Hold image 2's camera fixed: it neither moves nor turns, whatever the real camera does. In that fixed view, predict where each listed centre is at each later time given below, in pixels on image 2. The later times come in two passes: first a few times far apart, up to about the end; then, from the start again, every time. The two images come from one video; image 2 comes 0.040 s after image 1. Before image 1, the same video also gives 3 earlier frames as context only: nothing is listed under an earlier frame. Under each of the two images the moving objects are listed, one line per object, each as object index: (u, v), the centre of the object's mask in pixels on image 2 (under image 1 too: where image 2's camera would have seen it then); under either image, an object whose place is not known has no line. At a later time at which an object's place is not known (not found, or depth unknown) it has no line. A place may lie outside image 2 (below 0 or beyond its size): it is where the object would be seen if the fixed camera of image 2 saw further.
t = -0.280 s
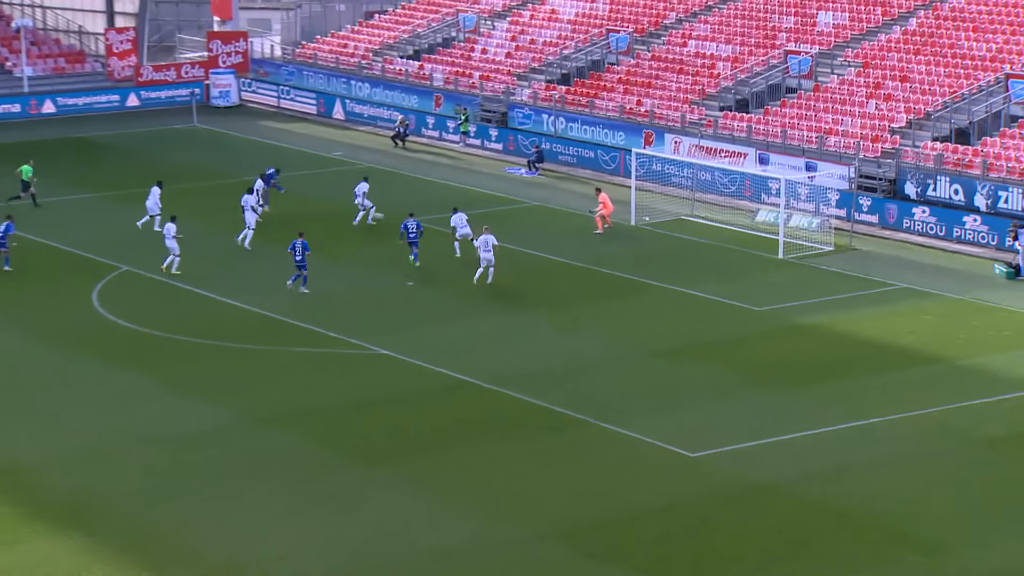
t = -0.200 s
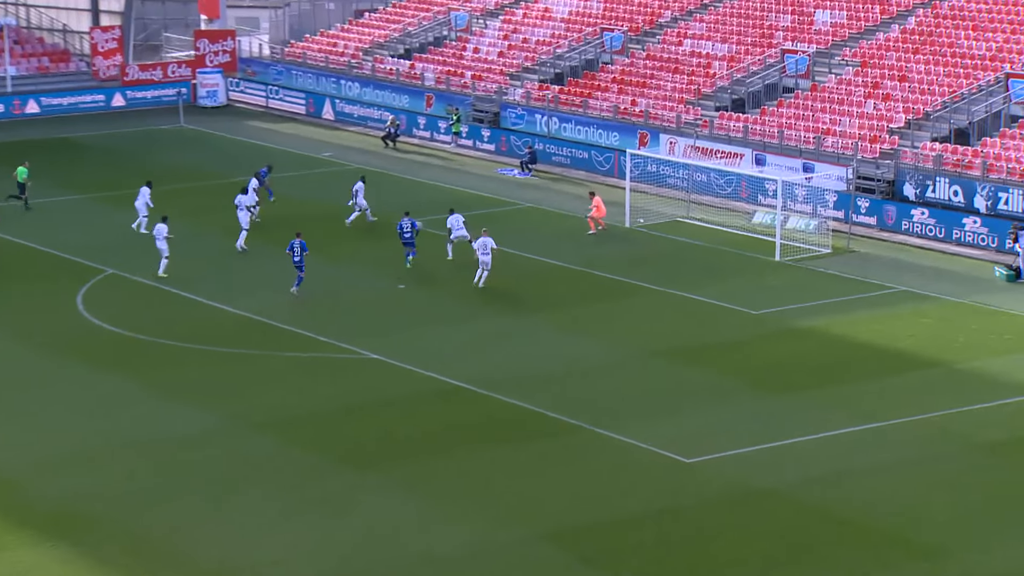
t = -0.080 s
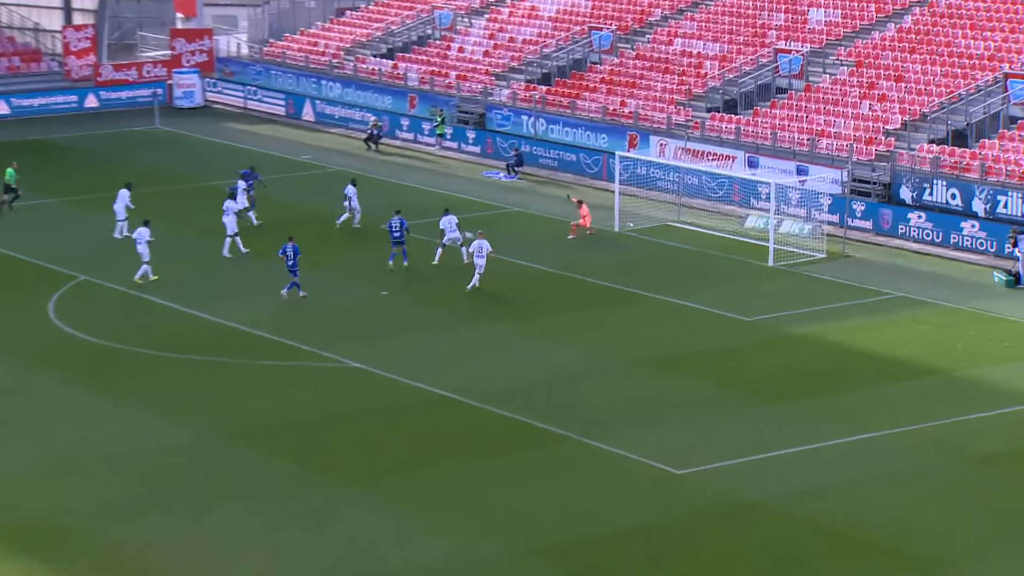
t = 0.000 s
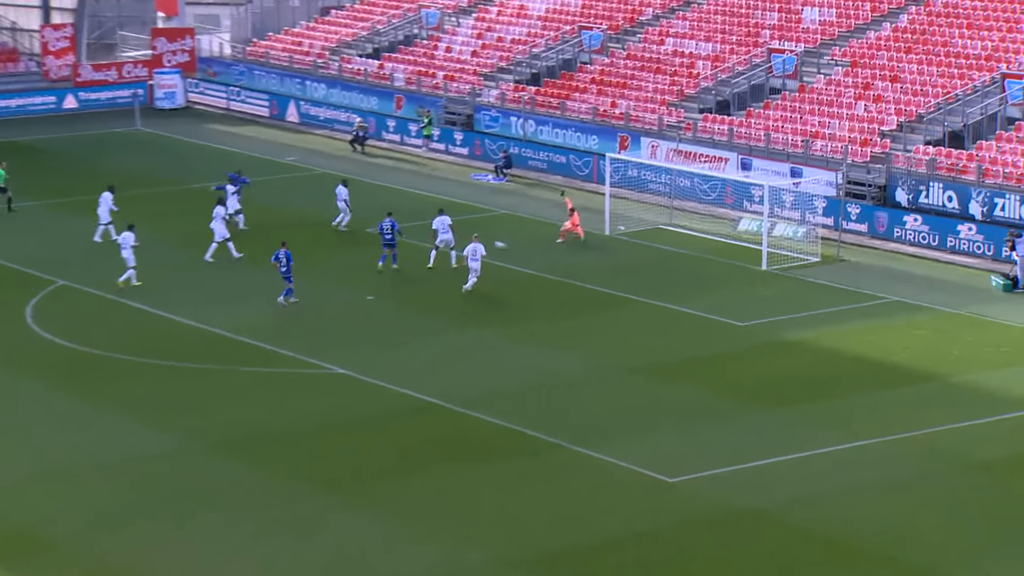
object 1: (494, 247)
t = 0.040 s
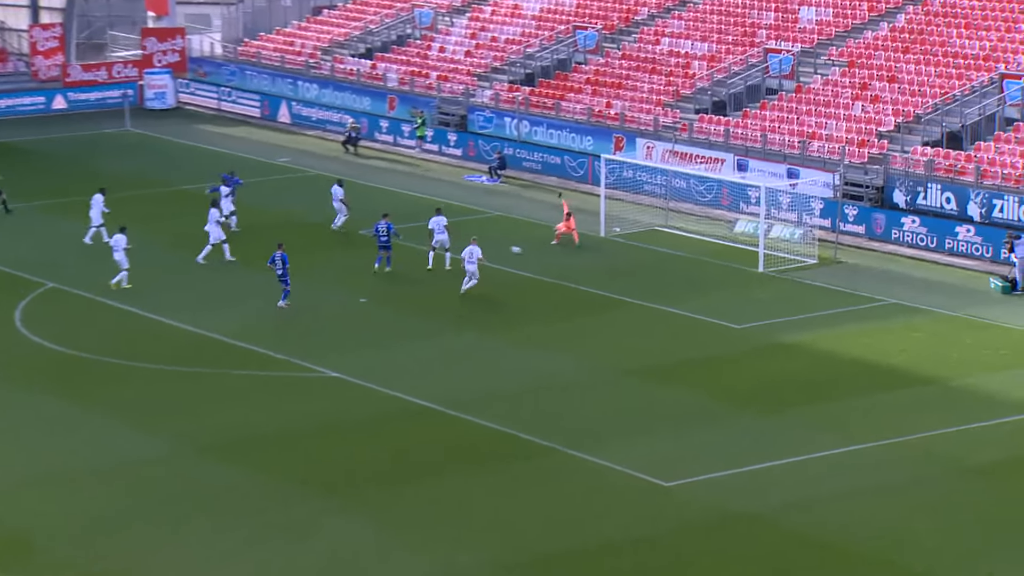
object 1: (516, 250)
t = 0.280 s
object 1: (632, 266)
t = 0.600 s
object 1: (768, 289)
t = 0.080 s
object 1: (536, 252)
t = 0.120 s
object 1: (556, 255)
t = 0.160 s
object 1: (576, 258)
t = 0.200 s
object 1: (595, 261)
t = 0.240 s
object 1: (614, 263)
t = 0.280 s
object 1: (632, 266)
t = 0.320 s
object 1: (650, 268)
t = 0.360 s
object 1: (668, 272)
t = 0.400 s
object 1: (686, 275)
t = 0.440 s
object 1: (703, 278)
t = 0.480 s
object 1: (719, 279)
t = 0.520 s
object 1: (736, 282)
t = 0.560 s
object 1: (752, 286)
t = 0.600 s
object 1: (768, 289)
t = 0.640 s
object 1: (783, 291)
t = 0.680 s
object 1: (798, 292)
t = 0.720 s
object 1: (813, 296)
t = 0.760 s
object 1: (827, 299)
